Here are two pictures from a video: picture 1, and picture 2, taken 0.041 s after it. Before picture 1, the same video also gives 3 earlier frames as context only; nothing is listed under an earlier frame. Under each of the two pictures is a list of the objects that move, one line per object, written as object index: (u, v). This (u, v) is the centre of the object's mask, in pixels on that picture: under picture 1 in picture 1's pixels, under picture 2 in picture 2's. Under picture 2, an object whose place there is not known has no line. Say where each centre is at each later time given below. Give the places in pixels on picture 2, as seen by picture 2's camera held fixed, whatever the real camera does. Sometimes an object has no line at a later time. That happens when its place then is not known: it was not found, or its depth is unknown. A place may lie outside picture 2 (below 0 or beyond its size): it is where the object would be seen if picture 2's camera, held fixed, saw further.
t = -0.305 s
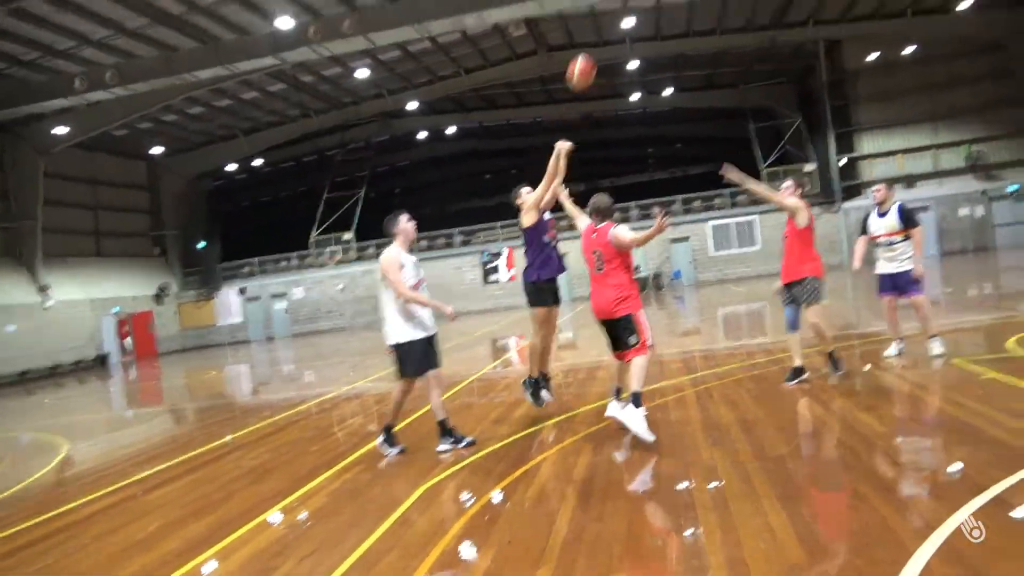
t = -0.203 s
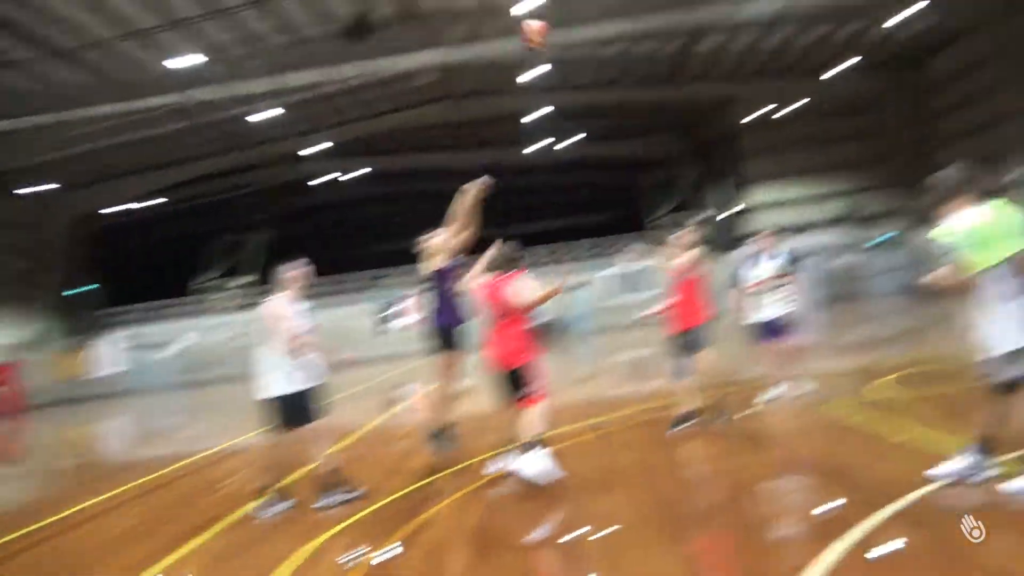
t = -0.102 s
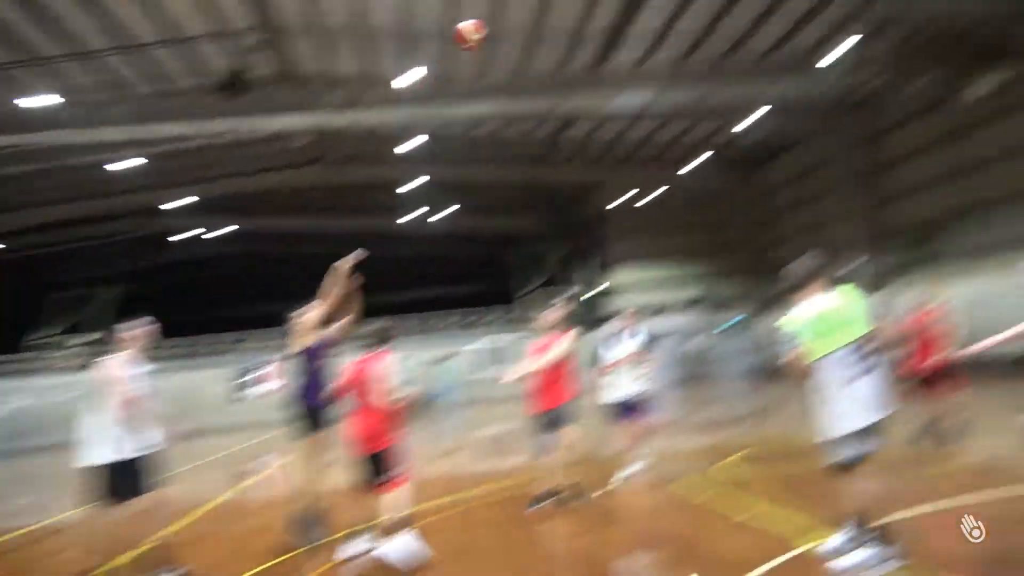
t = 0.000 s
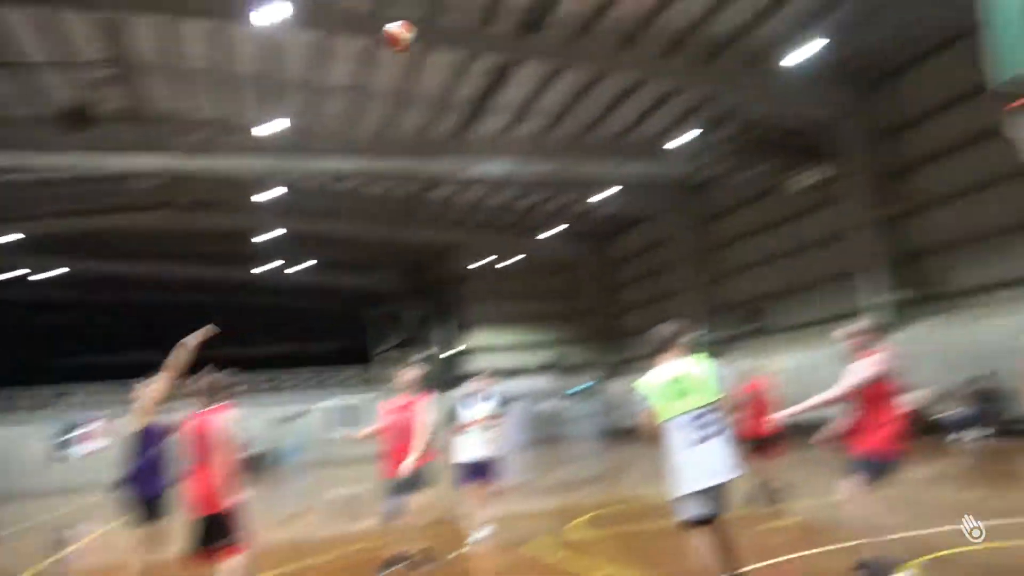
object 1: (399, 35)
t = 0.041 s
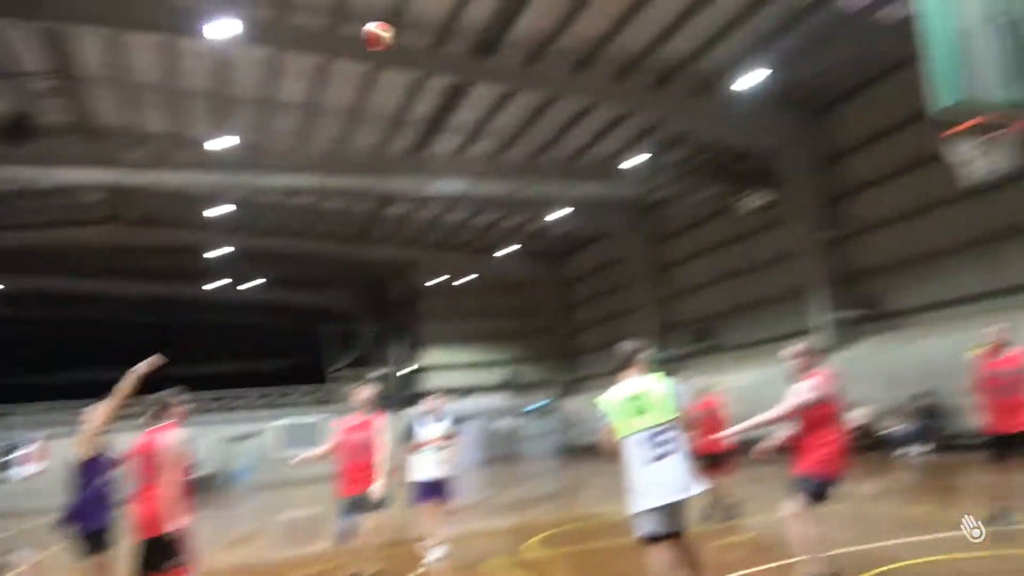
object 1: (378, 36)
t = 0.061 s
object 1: (391, 27)
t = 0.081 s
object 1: (402, 21)
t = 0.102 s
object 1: (415, 14)
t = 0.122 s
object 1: (429, 7)
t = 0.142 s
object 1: (441, 0)
